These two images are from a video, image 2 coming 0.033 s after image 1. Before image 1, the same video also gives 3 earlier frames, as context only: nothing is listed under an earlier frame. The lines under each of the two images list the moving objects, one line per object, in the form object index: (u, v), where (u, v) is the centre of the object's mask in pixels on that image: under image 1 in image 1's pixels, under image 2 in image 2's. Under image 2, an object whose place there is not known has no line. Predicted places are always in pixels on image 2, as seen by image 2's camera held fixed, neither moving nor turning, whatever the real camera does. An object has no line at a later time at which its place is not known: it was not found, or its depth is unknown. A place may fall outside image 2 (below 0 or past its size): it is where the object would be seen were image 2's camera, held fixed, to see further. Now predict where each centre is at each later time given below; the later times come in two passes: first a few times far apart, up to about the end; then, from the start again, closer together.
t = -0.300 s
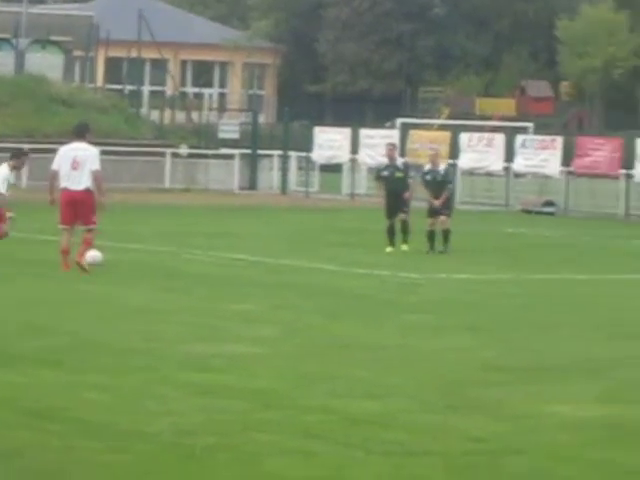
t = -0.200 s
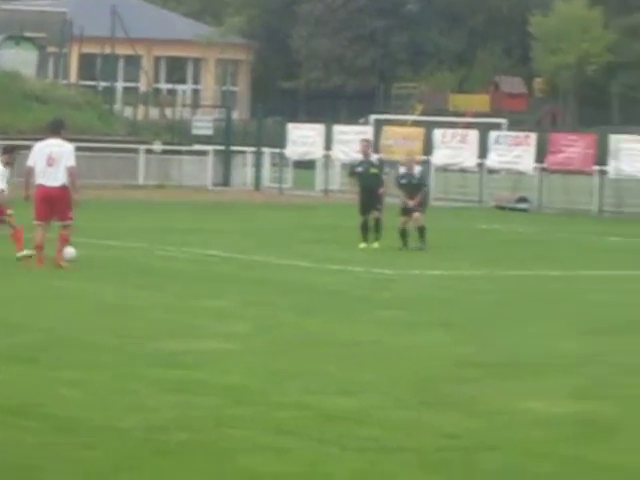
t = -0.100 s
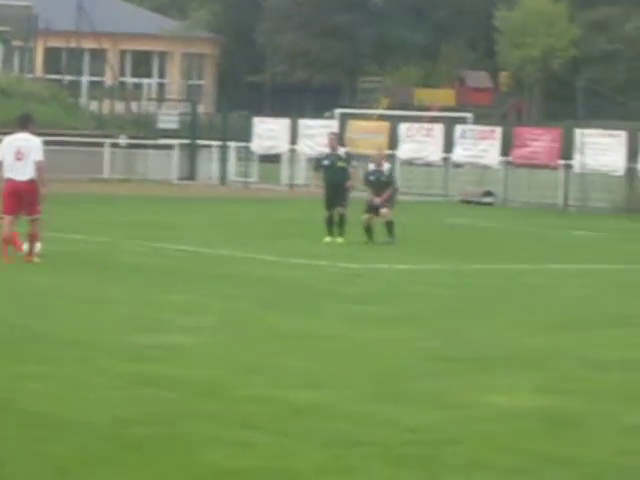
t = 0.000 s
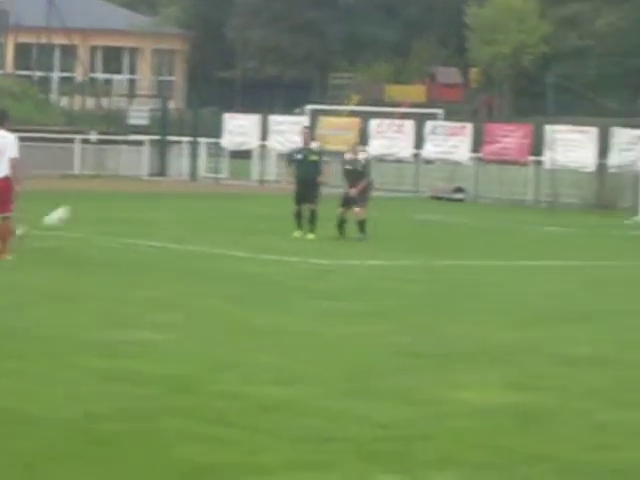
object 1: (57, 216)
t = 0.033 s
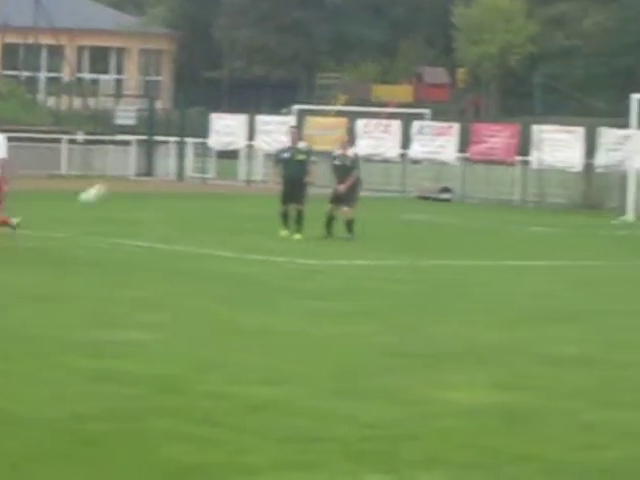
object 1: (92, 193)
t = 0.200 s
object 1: (309, 99)
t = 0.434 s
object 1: (540, 25)
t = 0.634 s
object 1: (691, 0)
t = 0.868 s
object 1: (827, 7)
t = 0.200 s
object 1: (309, 99)
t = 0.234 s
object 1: (346, 86)
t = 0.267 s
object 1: (382, 73)
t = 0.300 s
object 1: (417, 61)
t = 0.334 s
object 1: (450, 50)
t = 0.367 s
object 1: (481, 41)
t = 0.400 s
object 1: (510, 33)
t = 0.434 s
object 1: (540, 25)
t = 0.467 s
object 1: (568, 19)
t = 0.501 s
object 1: (594, 13)
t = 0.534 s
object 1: (620, 8)
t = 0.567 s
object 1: (646, 5)
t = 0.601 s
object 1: (668, 2)
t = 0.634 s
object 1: (691, 0)
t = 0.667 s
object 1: (714, -1)
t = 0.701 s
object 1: (735, -1)
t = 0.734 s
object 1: (755, -1)
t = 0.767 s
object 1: (774, 0)
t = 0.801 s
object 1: (792, 2)
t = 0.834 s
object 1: (809, 4)
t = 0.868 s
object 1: (827, 7)
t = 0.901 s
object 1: (843, 11)
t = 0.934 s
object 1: (860, 16)
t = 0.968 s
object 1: (875, 21)
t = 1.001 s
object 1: (890, 26)
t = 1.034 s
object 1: (904, 33)
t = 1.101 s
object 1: (930, 46)
